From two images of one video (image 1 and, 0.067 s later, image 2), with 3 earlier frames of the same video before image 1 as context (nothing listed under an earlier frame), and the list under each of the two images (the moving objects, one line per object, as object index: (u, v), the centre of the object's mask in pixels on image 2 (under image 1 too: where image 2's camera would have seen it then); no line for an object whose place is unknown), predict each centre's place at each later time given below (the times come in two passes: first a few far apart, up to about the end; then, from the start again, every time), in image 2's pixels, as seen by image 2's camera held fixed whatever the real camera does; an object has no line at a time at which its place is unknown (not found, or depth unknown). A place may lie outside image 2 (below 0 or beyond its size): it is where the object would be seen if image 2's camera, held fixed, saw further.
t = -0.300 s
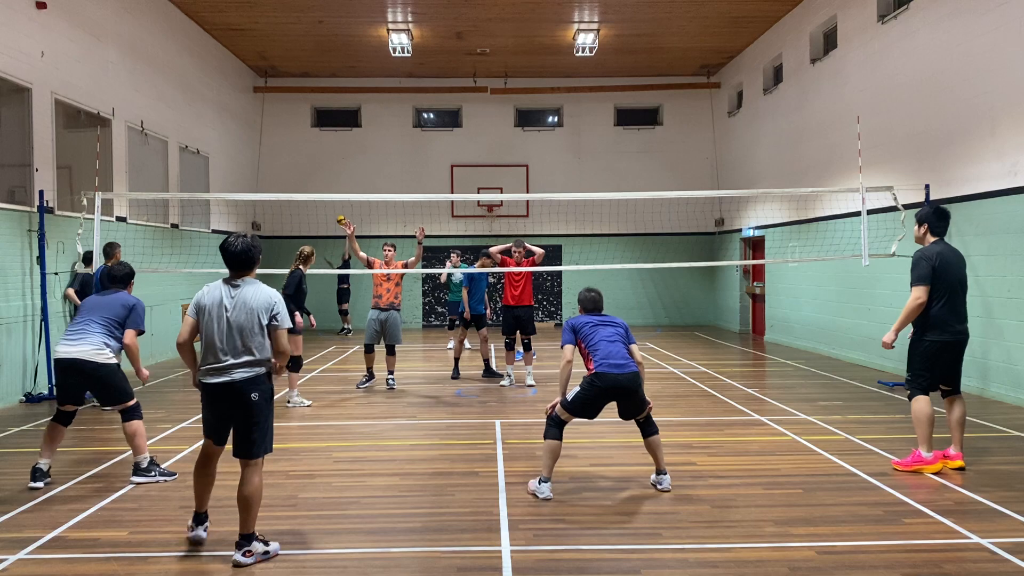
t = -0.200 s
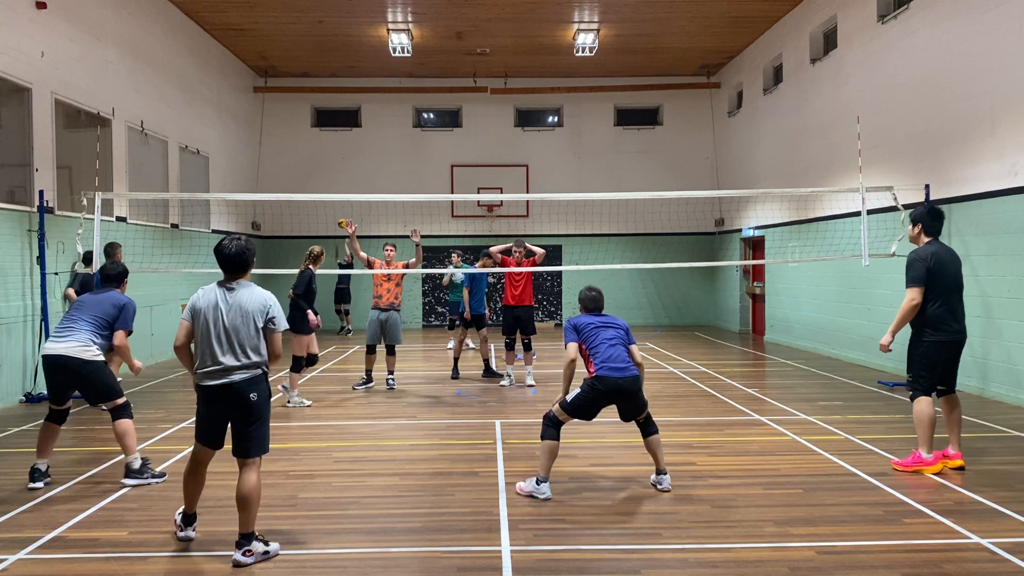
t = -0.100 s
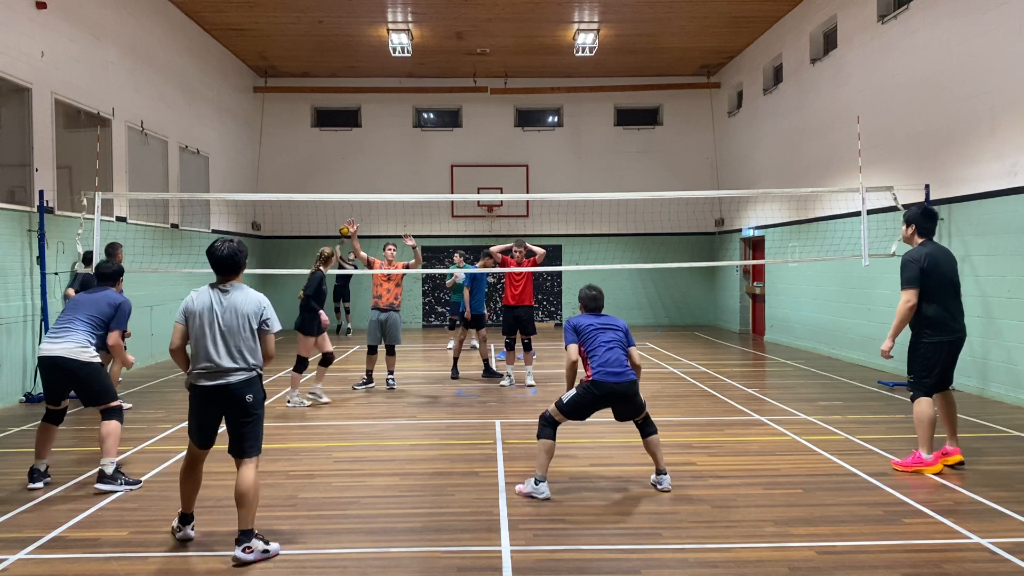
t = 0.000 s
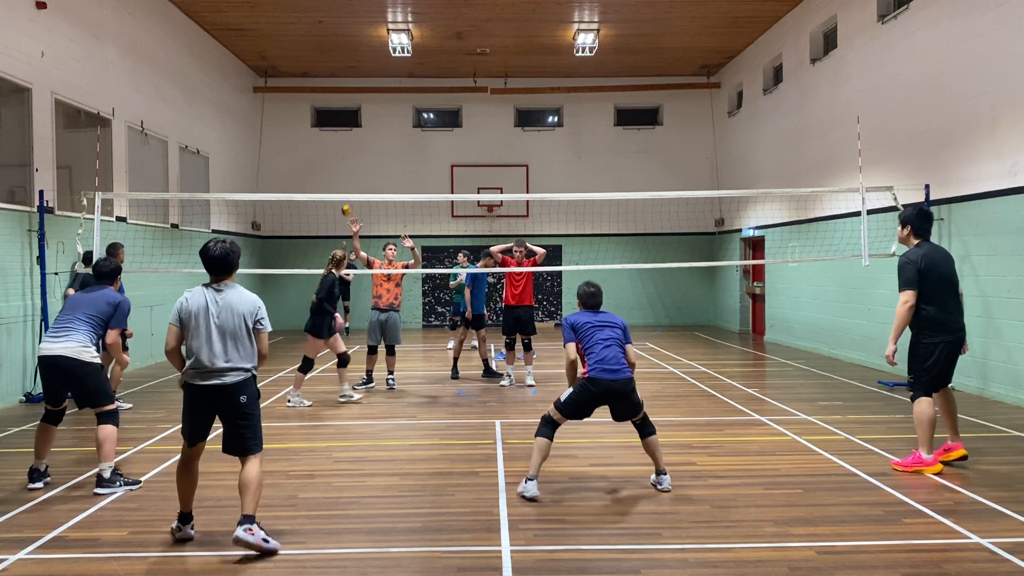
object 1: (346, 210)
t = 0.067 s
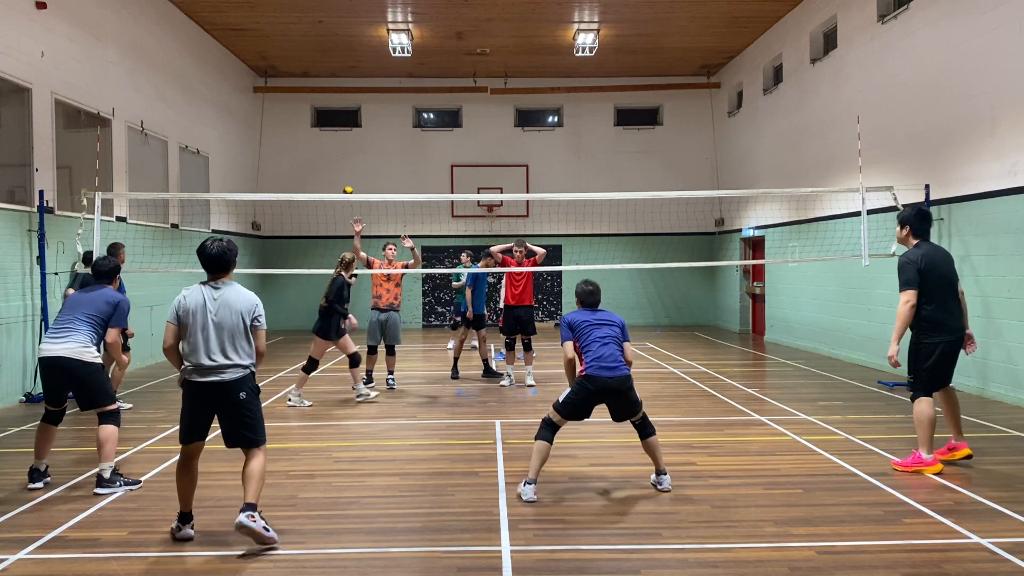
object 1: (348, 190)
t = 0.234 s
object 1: (356, 151)
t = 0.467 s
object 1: (376, 103)
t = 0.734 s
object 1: (414, 77)
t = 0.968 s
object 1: (466, 100)
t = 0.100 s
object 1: (349, 183)
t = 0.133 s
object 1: (351, 174)
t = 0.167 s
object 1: (352, 167)
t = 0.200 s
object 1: (354, 158)
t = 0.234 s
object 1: (356, 151)
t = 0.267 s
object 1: (358, 143)
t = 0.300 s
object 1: (361, 136)
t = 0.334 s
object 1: (364, 129)
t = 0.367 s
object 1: (366, 122)
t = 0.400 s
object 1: (370, 116)
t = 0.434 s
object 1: (373, 109)
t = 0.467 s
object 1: (376, 103)
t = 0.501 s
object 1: (380, 98)
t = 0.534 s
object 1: (384, 93)
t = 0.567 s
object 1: (388, 89)
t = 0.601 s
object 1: (393, 86)
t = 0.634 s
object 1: (397, 83)
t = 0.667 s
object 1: (402, 80)
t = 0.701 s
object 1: (408, 78)
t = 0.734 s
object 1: (414, 77)
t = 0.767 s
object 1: (420, 77)
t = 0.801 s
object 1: (427, 78)
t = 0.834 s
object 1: (434, 80)
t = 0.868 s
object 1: (441, 83)
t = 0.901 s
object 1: (450, 87)
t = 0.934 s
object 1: (457, 92)
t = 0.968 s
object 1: (466, 100)
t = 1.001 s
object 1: (476, 109)
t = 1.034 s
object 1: (486, 120)
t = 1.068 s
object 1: (497, 133)
